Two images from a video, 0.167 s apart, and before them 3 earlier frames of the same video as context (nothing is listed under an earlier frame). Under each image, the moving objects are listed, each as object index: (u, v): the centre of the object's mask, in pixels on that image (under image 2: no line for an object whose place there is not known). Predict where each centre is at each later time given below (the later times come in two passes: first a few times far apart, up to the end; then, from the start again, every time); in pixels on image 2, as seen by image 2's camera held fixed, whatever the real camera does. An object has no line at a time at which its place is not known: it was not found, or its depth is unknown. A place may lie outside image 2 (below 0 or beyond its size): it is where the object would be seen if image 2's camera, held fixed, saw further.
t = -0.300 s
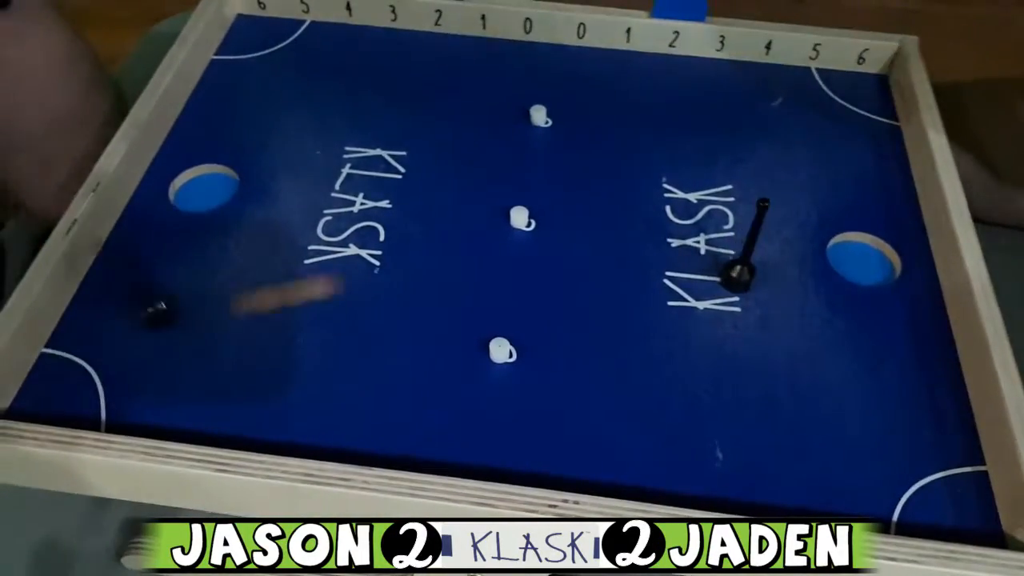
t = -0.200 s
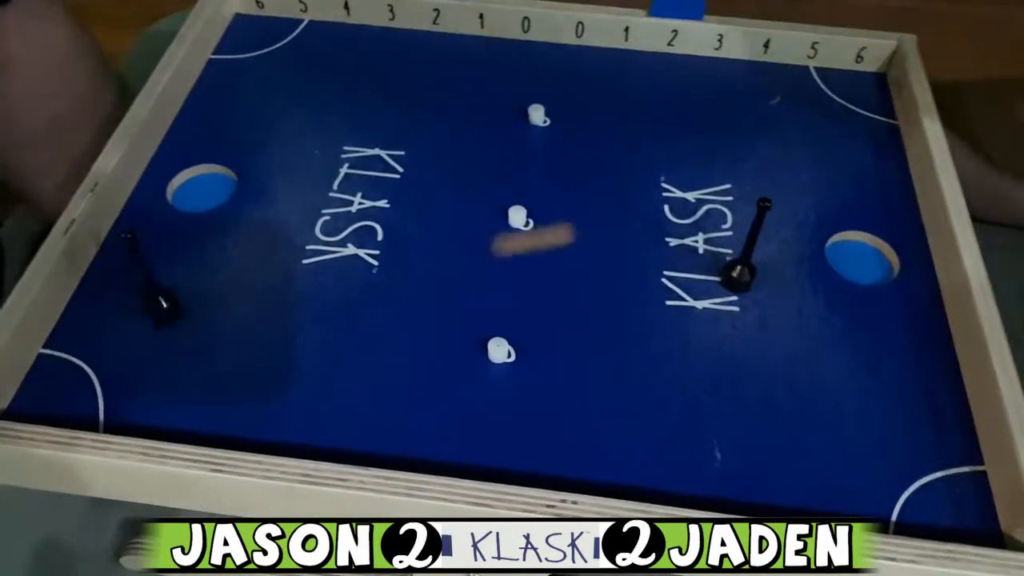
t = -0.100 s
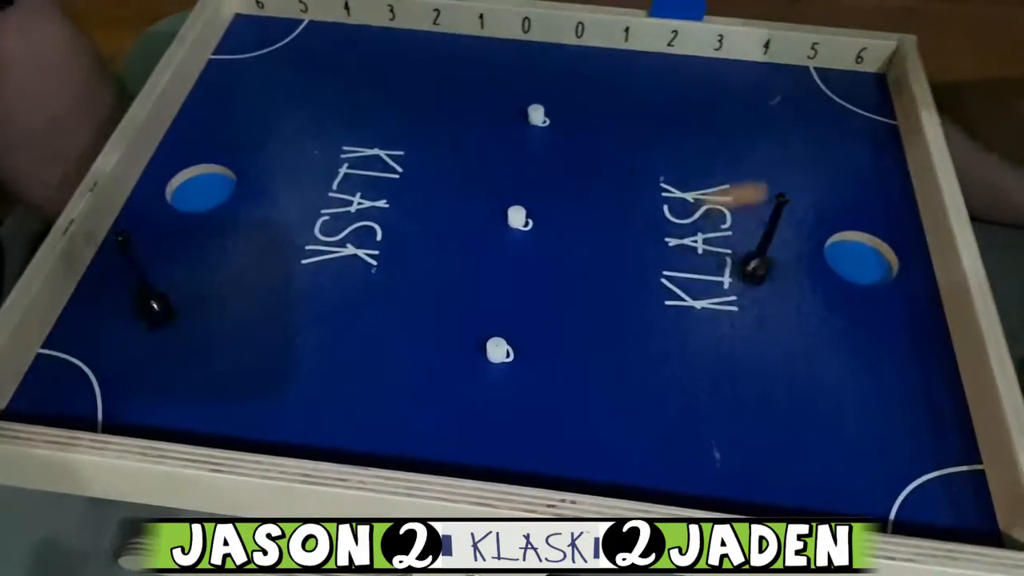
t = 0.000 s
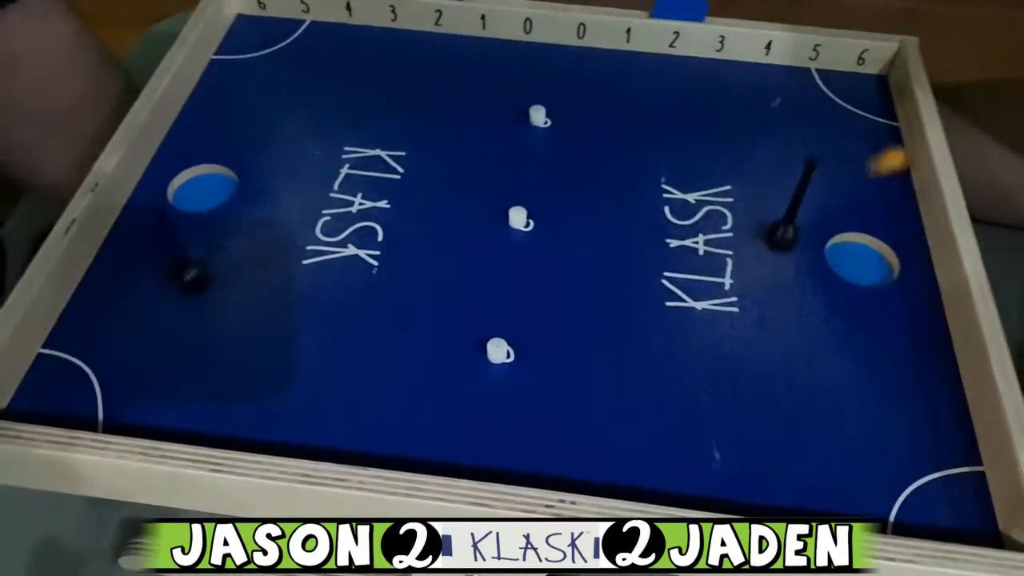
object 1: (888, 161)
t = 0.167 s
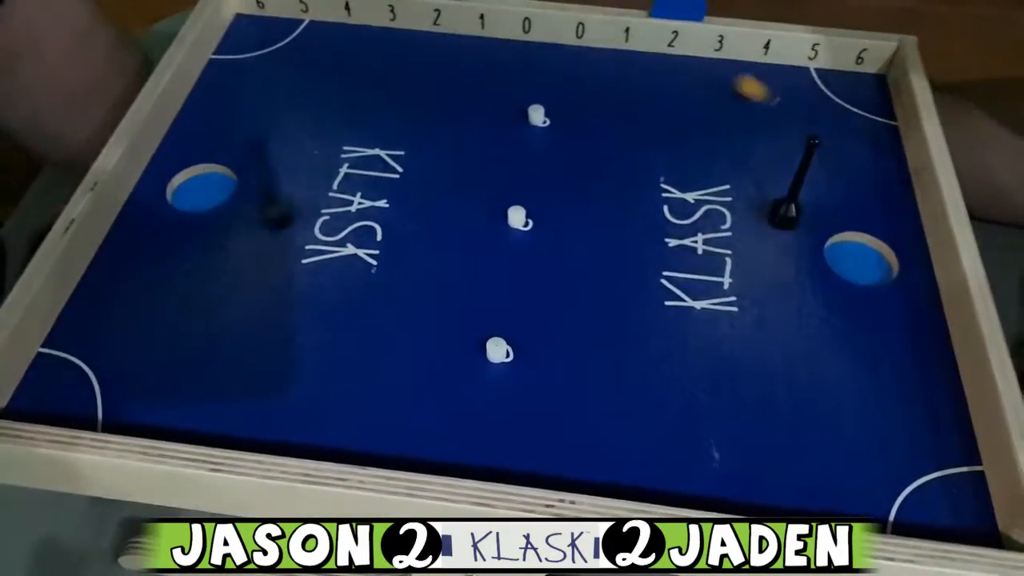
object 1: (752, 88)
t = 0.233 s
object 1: (715, 65)
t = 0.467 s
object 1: (626, 79)
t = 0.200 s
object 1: (731, 75)
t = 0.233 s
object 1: (715, 65)
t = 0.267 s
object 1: (698, 55)
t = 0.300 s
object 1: (686, 62)
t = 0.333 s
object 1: (675, 66)
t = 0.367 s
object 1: (663, 68)
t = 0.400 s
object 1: (650, 72)
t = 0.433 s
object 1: (638, 75)
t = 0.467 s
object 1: (626, 79)
